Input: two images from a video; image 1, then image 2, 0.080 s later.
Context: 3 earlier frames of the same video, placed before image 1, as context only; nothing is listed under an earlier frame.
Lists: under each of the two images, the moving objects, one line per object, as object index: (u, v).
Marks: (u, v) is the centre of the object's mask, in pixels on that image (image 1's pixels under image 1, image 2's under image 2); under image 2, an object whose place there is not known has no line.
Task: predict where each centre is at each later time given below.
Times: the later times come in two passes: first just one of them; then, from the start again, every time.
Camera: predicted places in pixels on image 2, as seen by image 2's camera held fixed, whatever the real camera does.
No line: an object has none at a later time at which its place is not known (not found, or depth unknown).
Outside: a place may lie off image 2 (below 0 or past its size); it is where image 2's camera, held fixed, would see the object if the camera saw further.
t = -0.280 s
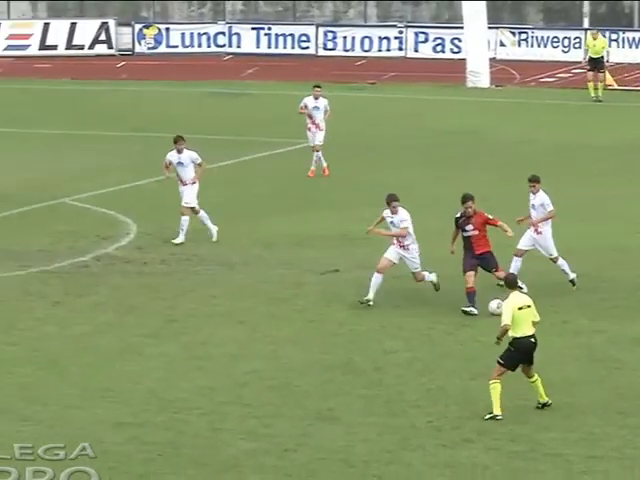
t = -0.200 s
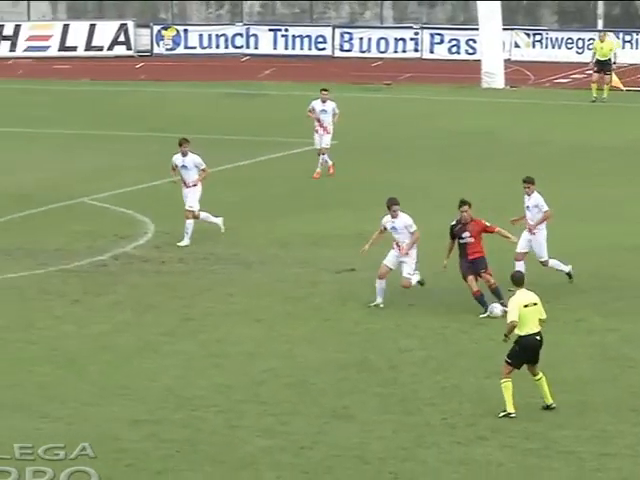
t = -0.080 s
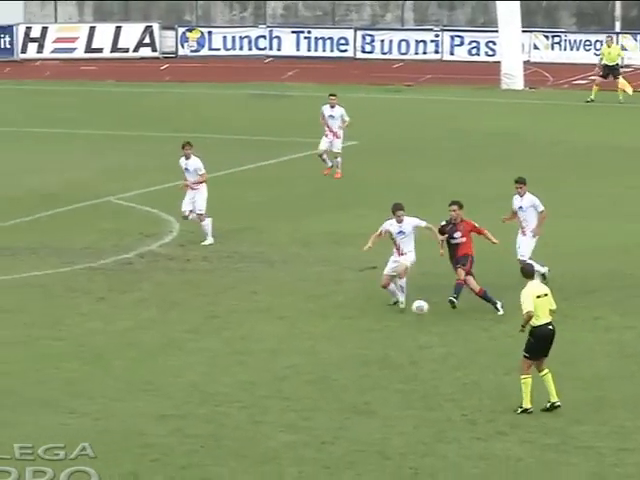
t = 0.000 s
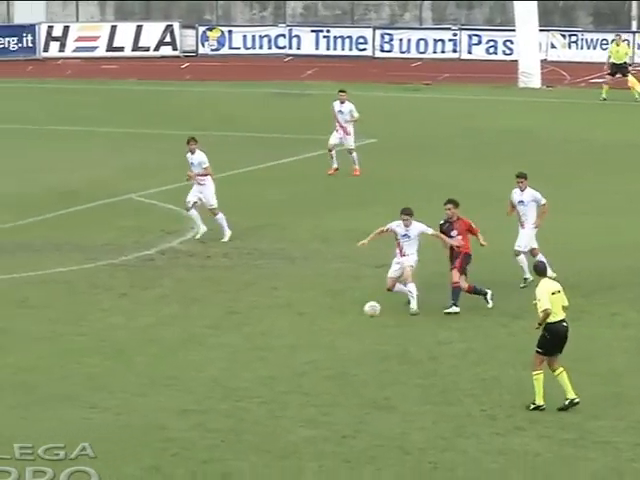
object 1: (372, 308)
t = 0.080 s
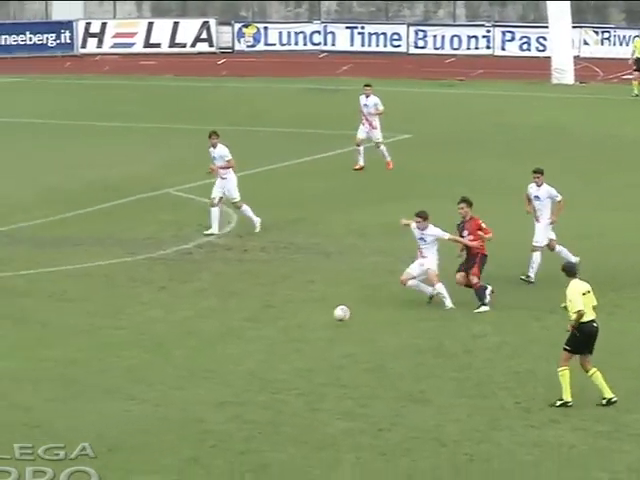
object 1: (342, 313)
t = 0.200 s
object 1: (251, 326)
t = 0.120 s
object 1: (308, 320)
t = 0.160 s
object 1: (277, 326)
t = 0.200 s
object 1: (251, 326)
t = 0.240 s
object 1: (224, 327)
